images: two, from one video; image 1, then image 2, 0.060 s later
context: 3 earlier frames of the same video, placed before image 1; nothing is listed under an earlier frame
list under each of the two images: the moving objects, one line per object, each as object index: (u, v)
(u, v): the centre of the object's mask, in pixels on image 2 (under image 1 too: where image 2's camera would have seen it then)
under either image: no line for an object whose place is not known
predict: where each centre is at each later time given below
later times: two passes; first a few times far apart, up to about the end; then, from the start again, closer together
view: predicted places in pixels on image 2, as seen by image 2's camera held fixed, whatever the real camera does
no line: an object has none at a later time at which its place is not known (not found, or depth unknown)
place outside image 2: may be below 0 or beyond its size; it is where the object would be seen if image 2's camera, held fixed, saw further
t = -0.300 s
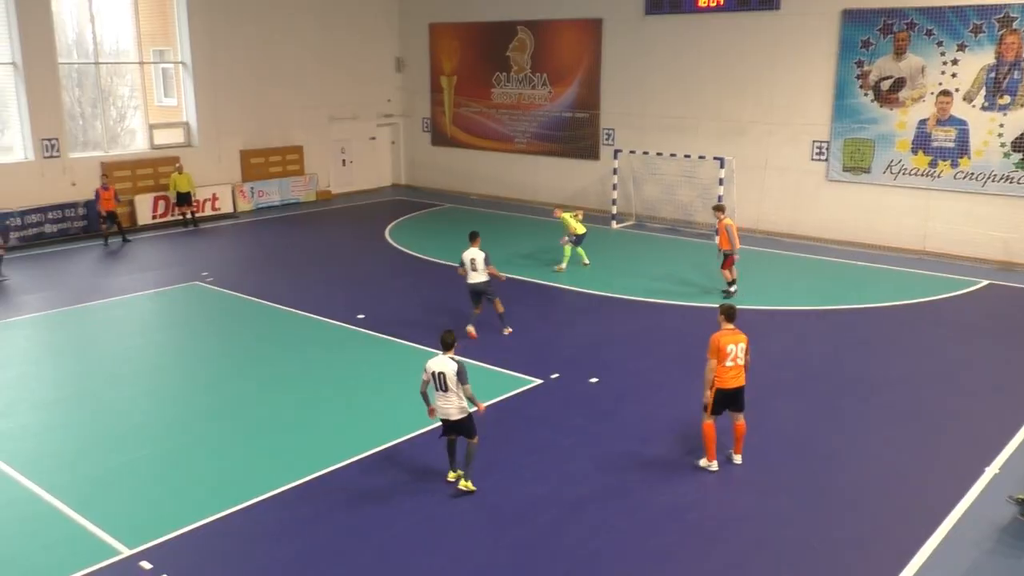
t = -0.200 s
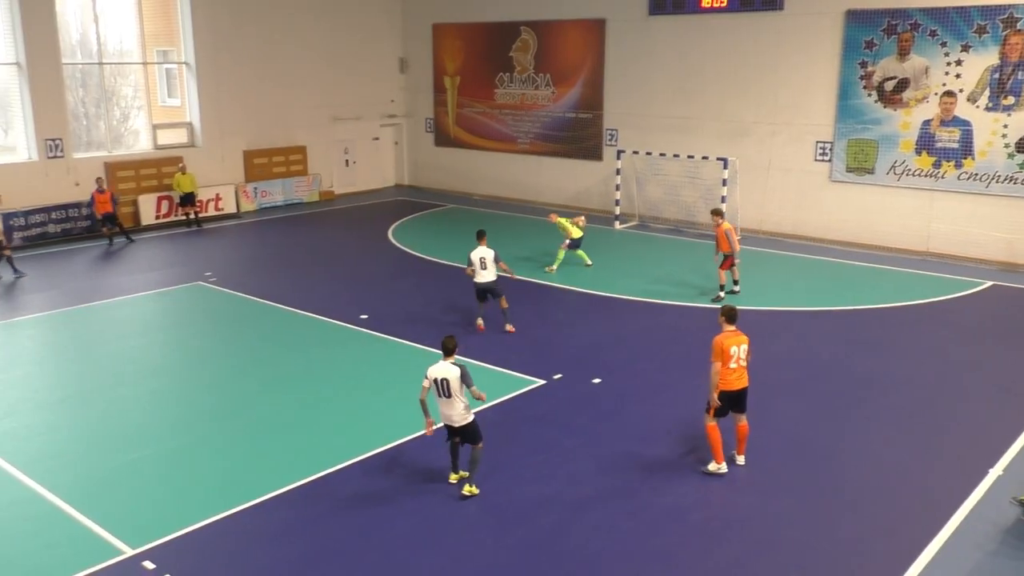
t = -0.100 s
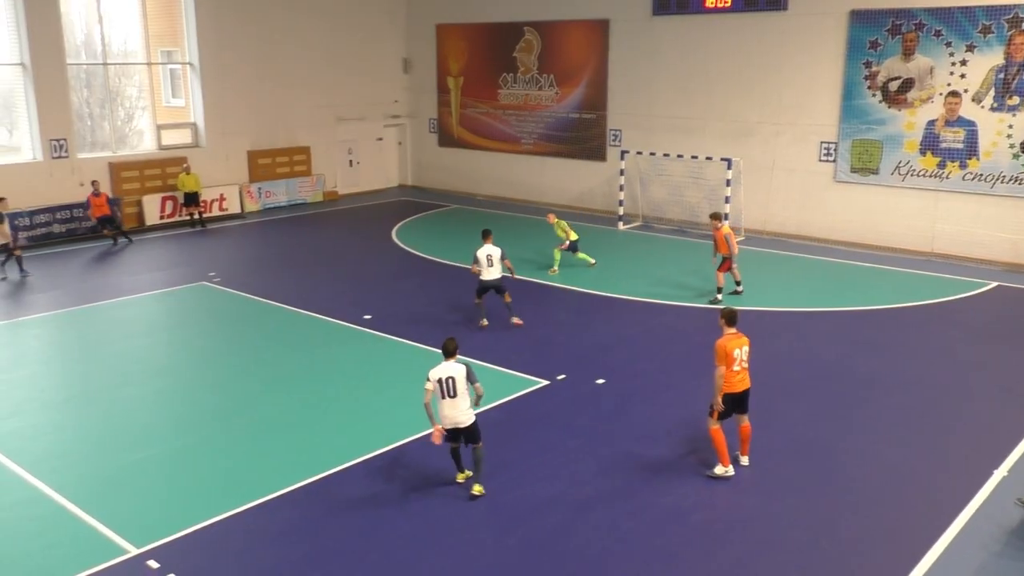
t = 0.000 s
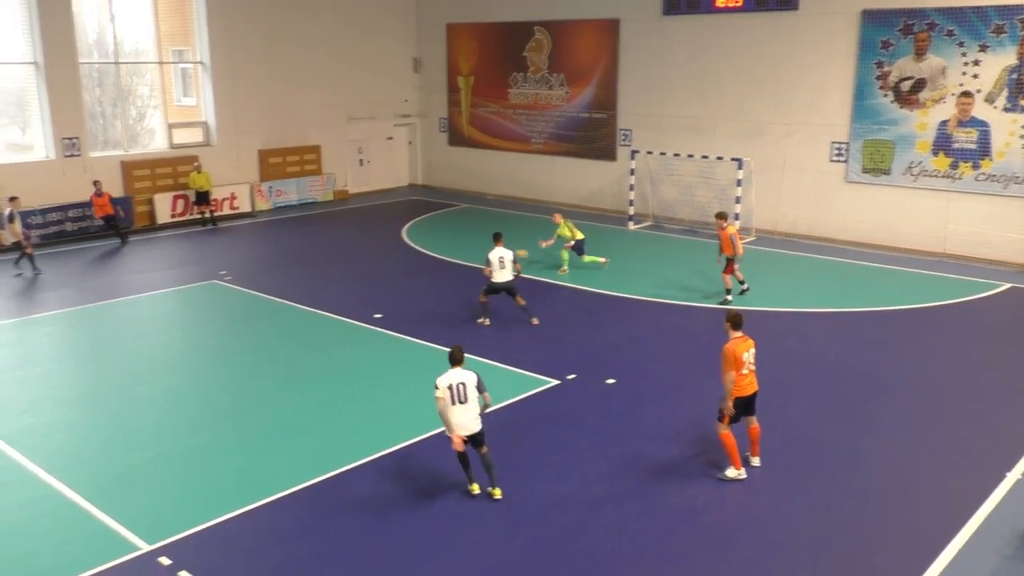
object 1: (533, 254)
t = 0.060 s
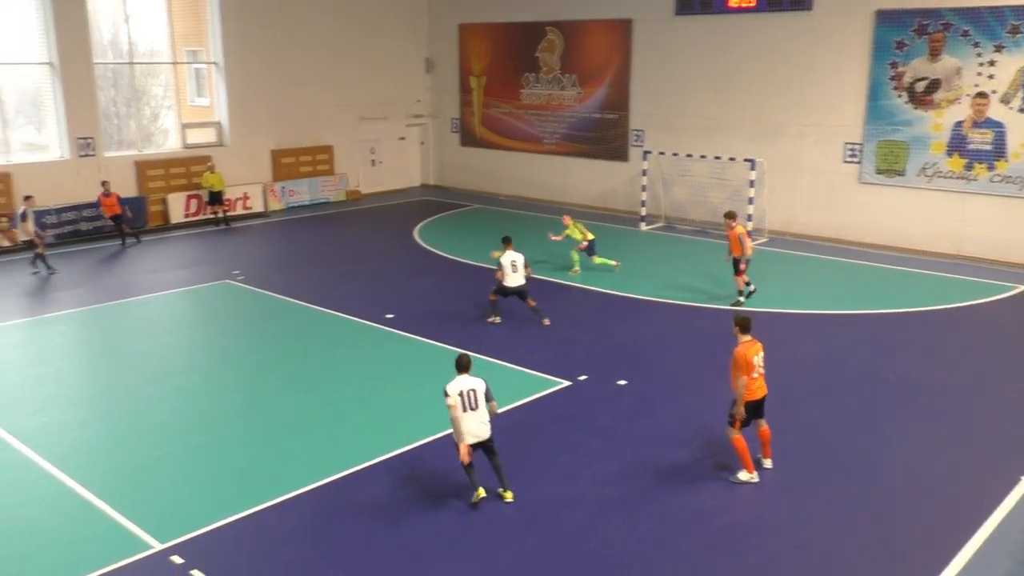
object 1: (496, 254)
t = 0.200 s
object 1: (405, 264)
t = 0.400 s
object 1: (259, 300)
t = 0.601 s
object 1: (123, 317)
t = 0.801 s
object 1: (-14, 344)
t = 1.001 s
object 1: (-163, 360)
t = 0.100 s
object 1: (471, 256)
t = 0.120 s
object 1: (458, 256)
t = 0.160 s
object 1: (432, 260)
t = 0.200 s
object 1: (405, 264)
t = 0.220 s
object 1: (391, 266)
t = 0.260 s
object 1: (363, 271)
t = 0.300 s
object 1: (334, 278)
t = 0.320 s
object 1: (319, 282)
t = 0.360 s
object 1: (289, 290)
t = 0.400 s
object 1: (259, 300)
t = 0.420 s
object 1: (243, 304)
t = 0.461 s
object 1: (212, 315)
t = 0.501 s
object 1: (187, 315)
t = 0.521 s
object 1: (174, 314)
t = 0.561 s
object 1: (149, 315)
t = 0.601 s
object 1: (123, 317)
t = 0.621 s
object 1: (110, 319)
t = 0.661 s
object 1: (83, 322)
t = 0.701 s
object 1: (56, 327)
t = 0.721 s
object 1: (43, 330)
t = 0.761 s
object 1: (14, 336)
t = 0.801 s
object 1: (-14, 344)
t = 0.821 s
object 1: (-28, 348)
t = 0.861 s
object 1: (-57, 349)
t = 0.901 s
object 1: (-87, 351)
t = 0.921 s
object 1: (-102, 352)
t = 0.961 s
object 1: (-132, 355)
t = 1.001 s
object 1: (-163, 360)
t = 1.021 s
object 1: (-179, 363)
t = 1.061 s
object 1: (-210, 370)
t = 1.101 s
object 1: (-243, 378)
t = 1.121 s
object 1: (-259, 381)
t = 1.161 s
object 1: (-295, 384)
